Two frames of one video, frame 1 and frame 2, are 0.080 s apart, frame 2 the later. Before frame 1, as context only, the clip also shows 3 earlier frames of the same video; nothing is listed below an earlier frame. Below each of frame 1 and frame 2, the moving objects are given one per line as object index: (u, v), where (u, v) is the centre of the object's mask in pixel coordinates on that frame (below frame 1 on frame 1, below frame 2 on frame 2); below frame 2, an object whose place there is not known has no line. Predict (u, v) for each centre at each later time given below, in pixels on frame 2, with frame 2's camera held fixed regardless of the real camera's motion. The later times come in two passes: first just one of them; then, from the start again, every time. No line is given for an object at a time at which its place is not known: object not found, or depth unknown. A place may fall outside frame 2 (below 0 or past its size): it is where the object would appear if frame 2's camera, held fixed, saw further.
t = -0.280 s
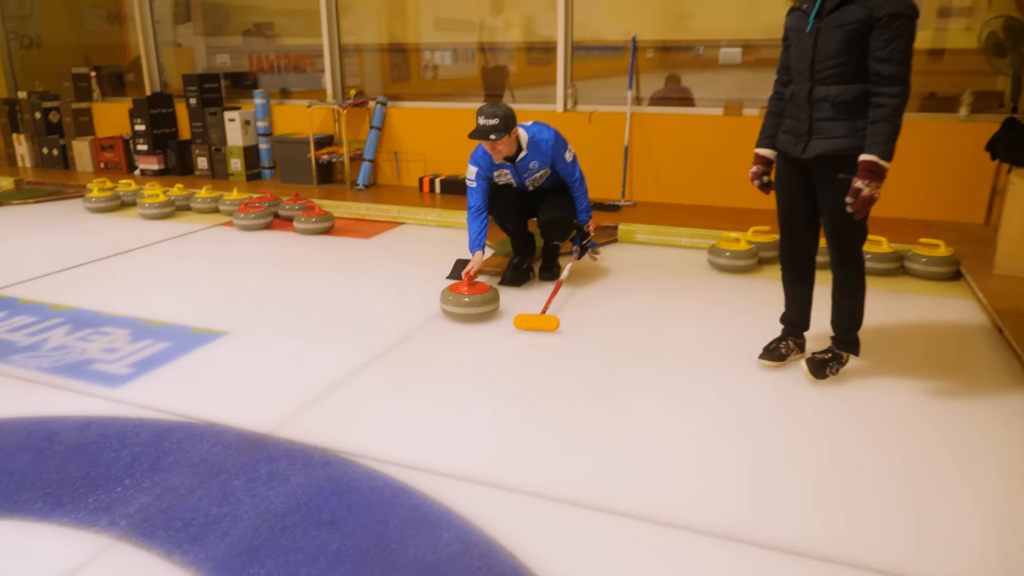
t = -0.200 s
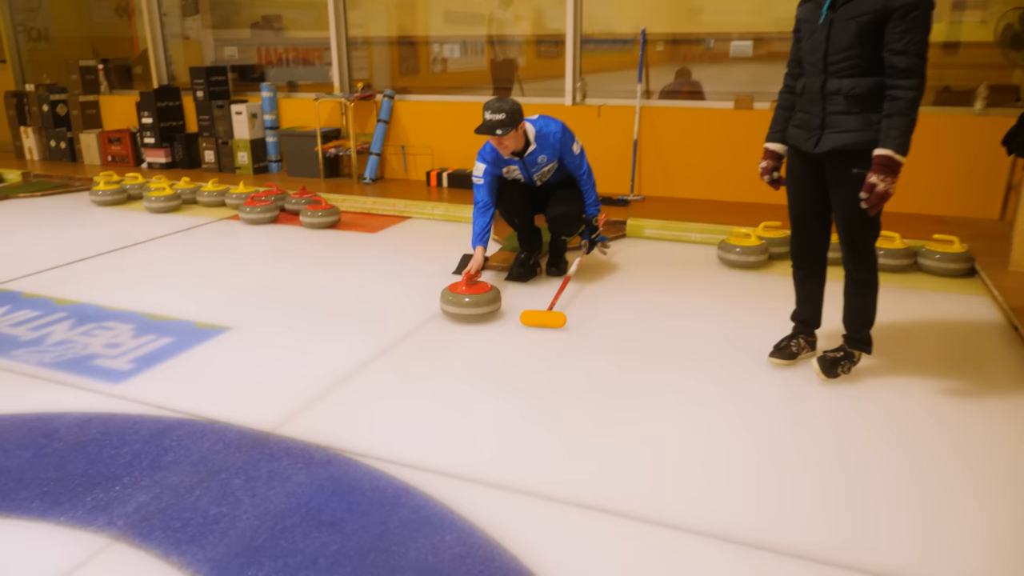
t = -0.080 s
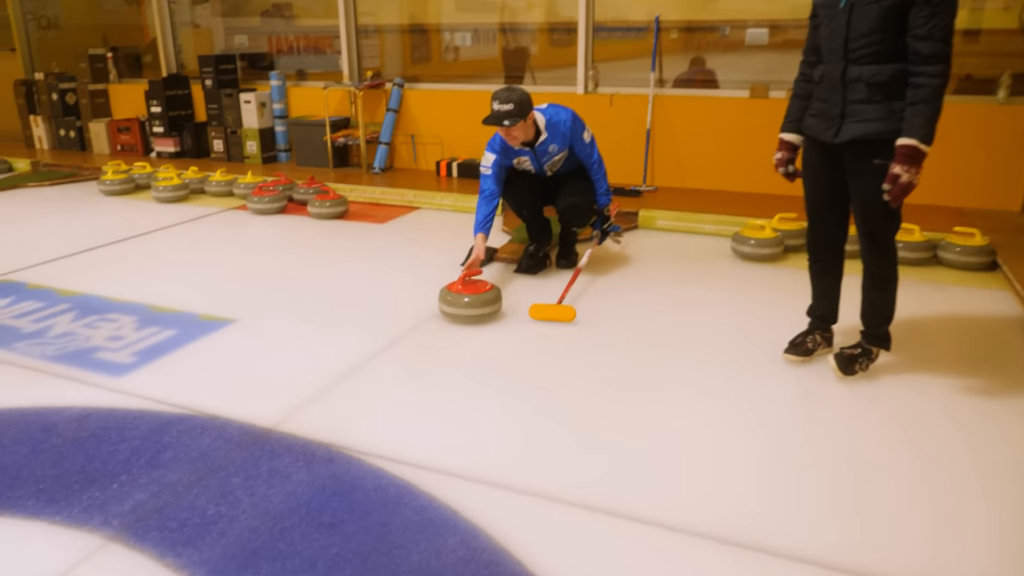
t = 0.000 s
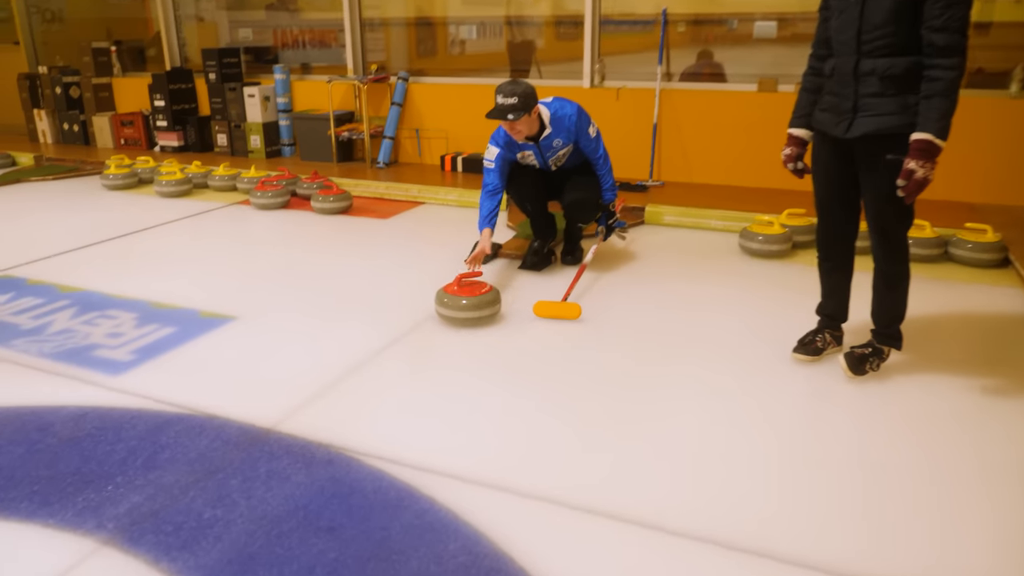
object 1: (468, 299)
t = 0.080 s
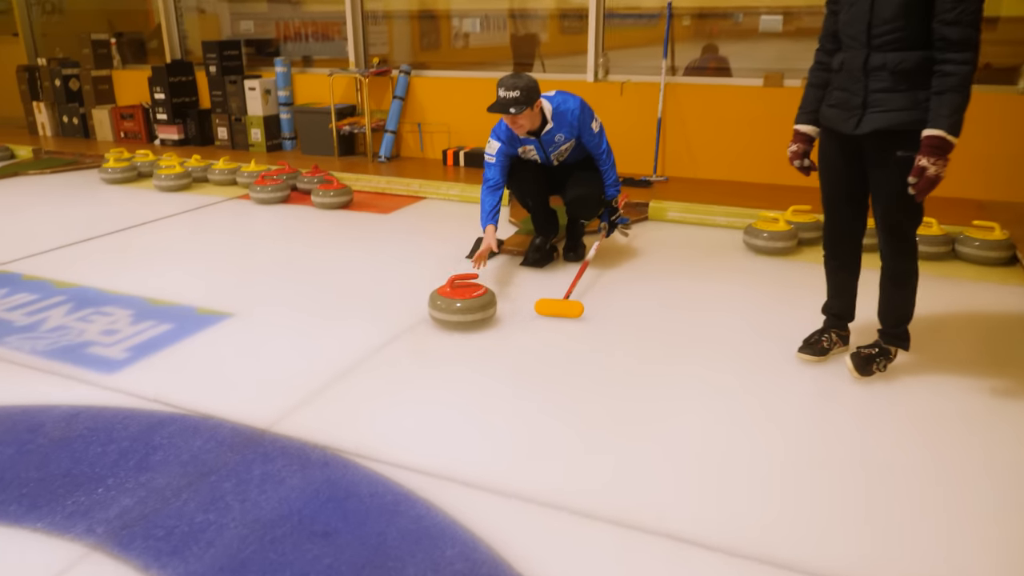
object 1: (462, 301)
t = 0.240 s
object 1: (449, 312)
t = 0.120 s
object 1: (459, 304)
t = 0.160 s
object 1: (456, 306)
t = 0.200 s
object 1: (452, 309)
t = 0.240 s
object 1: (449, 312)
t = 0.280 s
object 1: (446, 315)
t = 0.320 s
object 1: (442, 318)
